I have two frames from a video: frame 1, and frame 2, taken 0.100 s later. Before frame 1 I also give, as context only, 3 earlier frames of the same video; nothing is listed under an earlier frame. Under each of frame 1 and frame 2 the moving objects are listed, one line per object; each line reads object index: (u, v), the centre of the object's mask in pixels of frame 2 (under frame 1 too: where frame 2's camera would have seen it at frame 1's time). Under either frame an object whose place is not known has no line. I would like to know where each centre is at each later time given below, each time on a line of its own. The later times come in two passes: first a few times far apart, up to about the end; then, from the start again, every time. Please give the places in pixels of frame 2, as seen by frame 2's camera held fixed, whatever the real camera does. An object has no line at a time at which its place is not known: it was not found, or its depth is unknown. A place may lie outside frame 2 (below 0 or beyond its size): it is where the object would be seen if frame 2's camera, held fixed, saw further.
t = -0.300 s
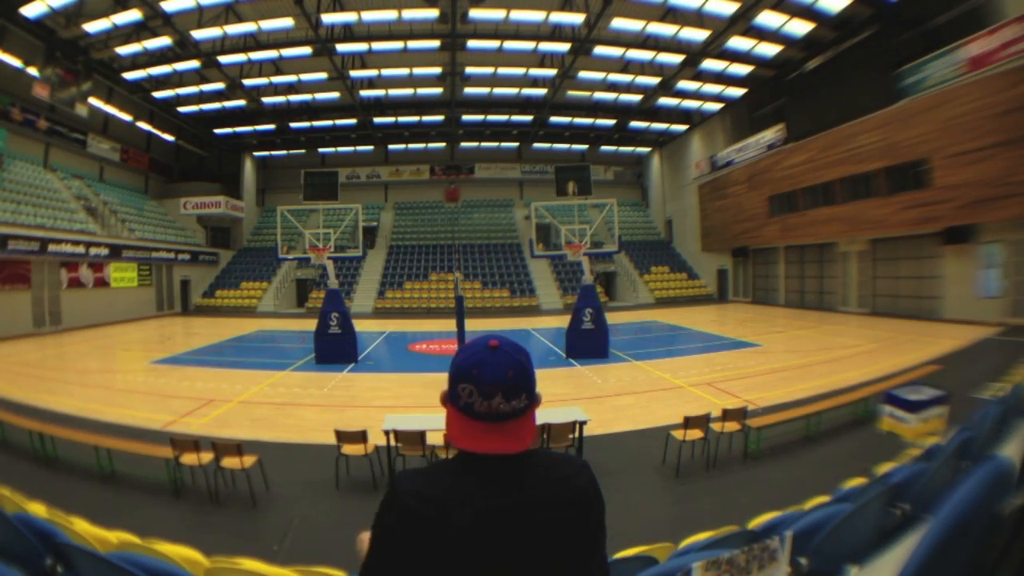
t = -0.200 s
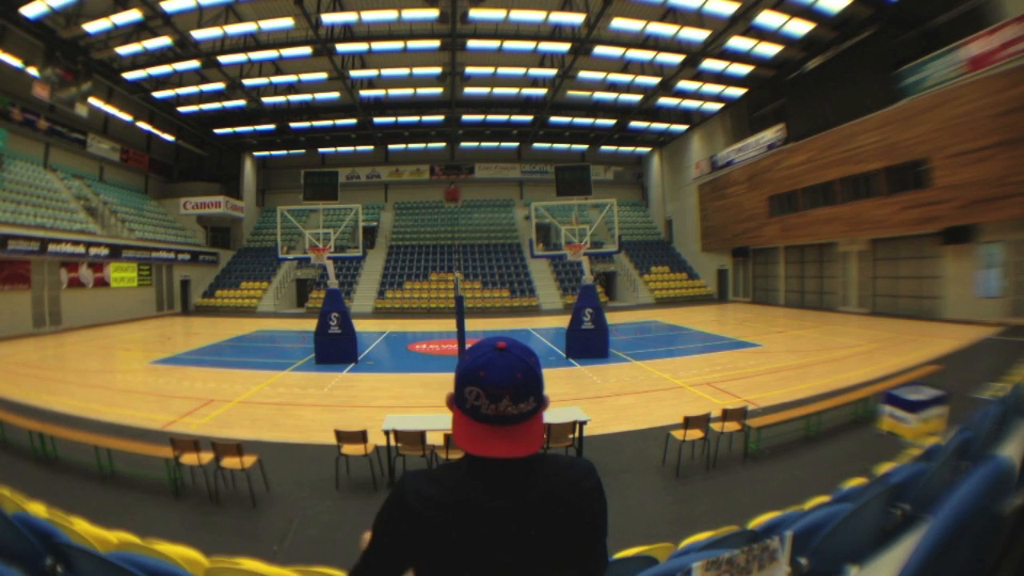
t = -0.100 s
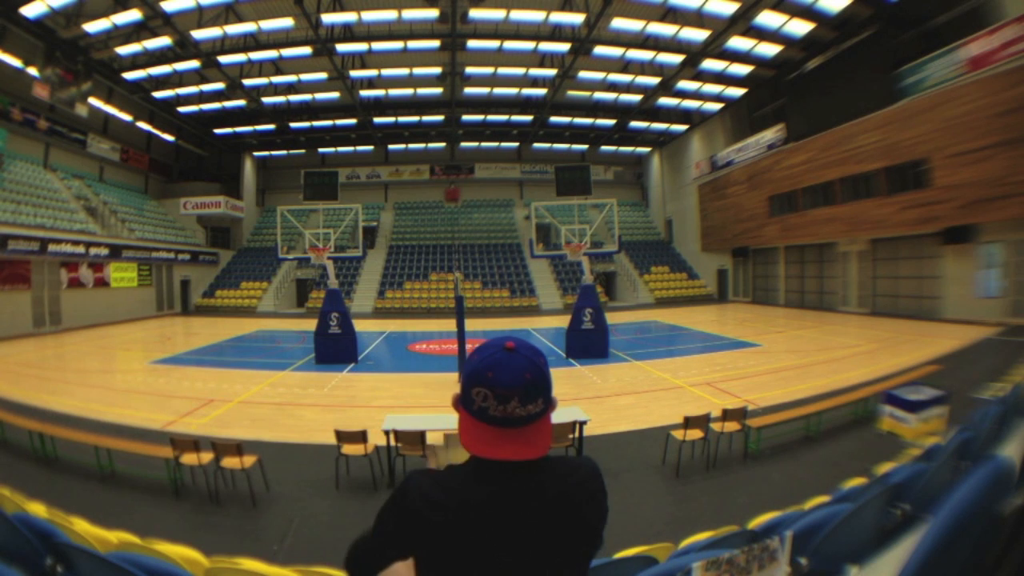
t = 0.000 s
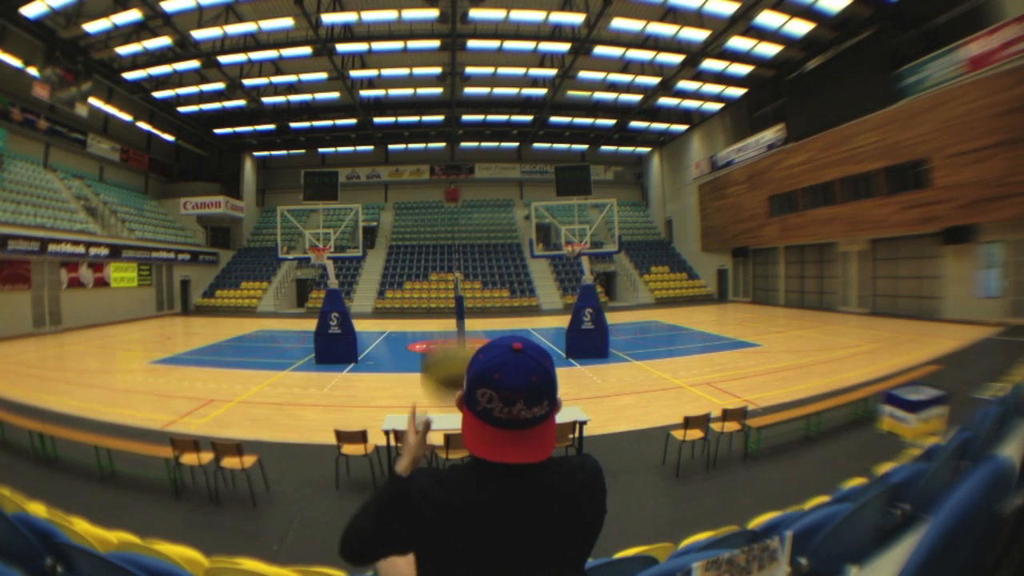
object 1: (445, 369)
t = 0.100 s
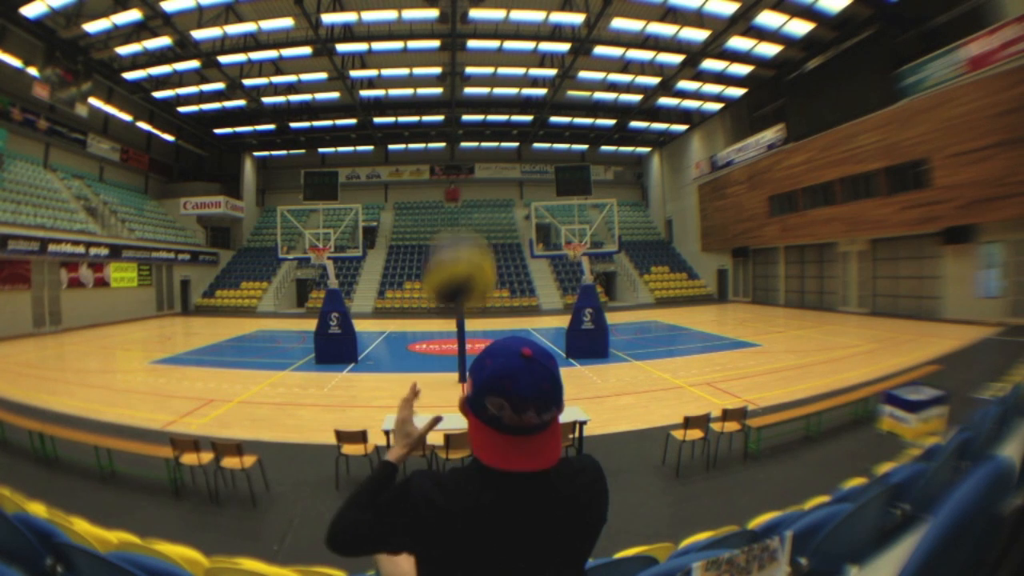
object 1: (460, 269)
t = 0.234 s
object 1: (464, 193)
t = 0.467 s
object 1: (478, 195)
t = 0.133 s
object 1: (460, 246)
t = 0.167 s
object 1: (461, 225)
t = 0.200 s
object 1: (462, 208)
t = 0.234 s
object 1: (464, 193)
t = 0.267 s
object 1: (466, 183)
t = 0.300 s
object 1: (467, 176)
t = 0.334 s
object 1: (469, 172)
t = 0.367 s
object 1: (471, 172)
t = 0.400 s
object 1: (473, 176)
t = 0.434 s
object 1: (476, 185)
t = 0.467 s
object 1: (478, 195)
